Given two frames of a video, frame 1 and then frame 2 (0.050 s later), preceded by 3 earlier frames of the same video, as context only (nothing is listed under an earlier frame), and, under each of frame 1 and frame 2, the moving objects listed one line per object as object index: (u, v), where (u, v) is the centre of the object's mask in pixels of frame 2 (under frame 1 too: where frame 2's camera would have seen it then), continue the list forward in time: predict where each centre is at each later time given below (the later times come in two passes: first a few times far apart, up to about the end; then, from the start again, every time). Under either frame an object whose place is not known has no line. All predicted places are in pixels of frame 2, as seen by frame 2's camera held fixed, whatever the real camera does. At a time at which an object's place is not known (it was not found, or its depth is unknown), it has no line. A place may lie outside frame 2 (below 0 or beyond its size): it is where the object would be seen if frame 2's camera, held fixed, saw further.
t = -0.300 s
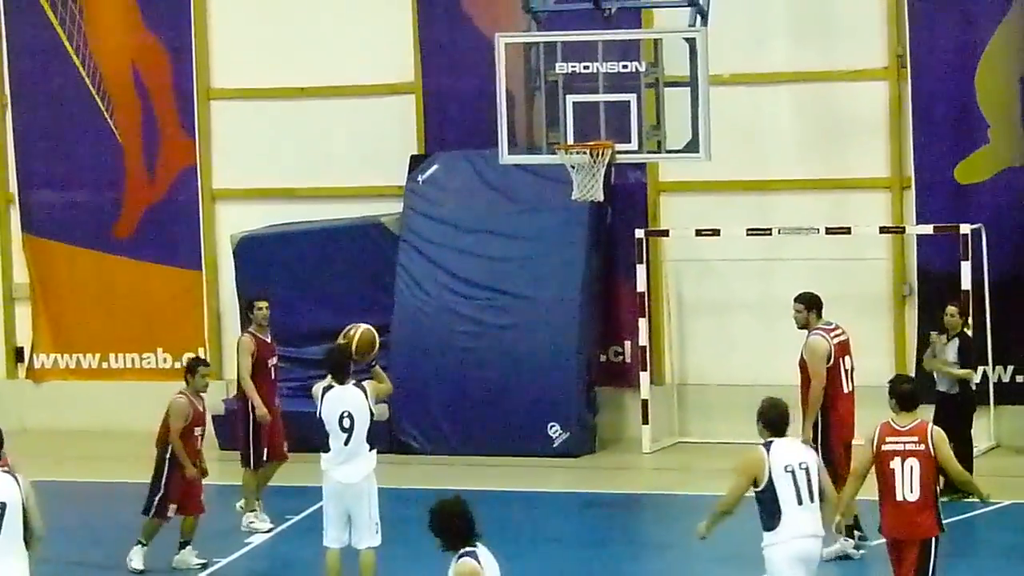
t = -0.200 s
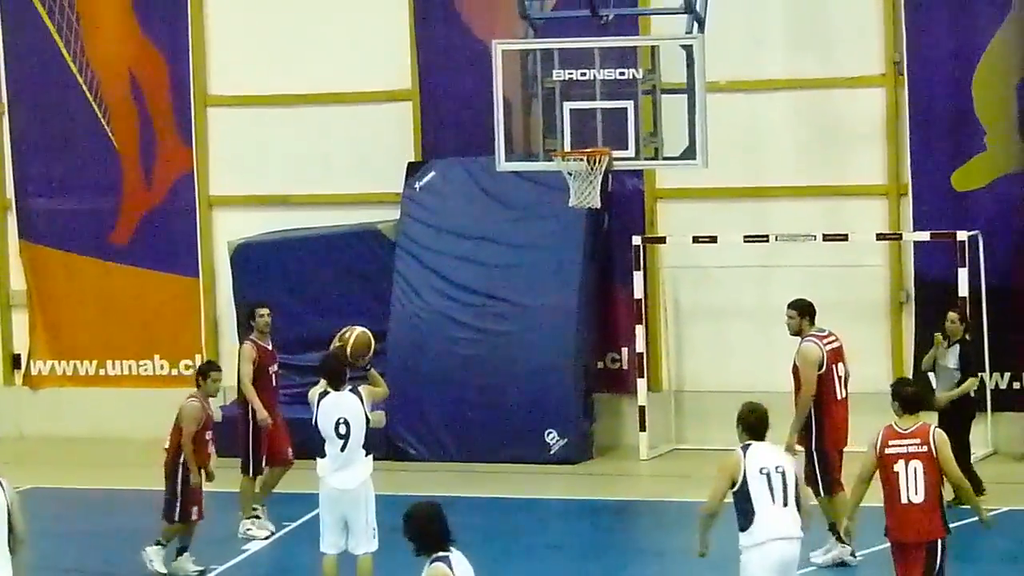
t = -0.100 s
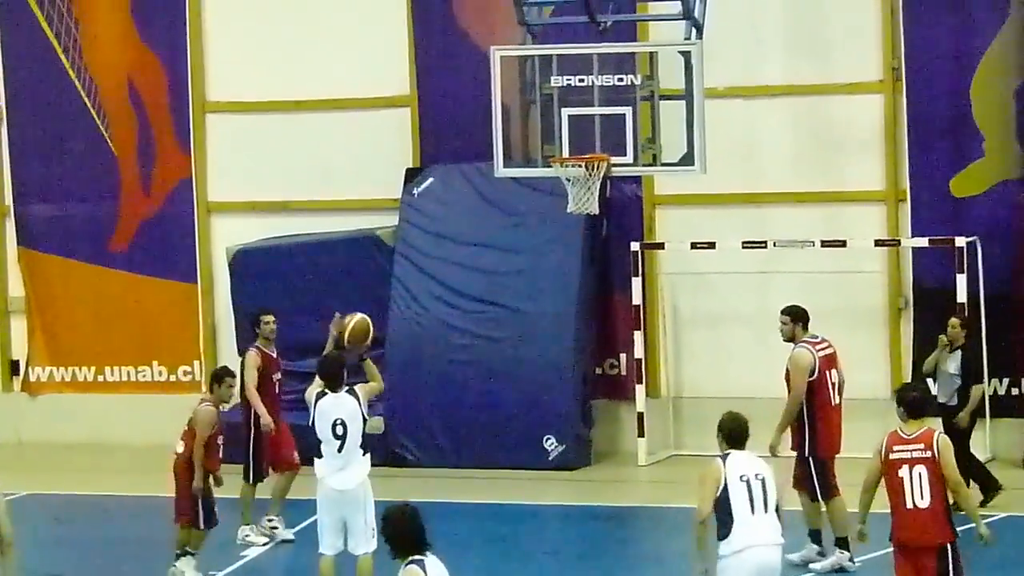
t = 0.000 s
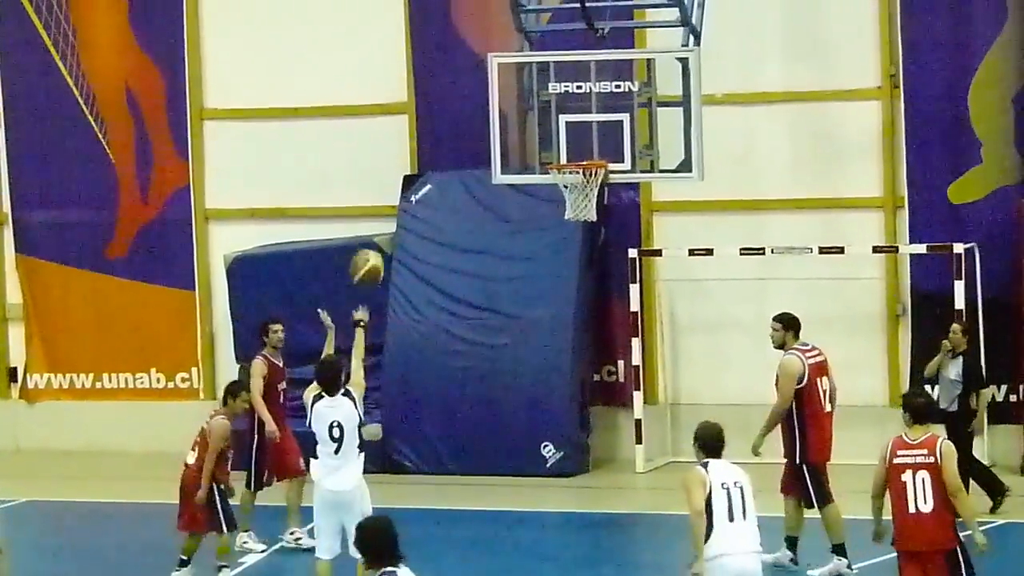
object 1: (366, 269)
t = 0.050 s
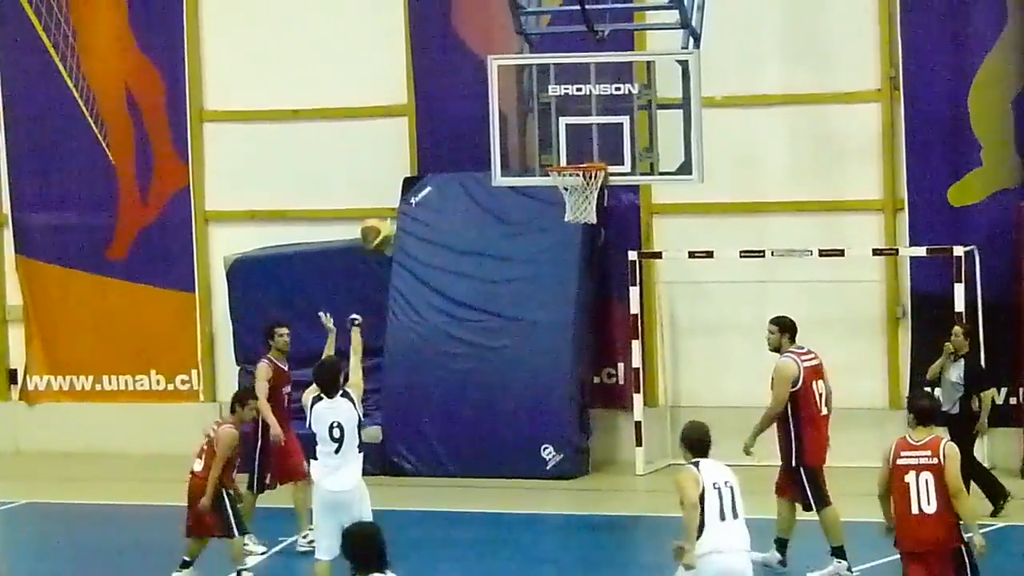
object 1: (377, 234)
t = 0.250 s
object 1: (418, 119)
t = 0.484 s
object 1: (463, 59)
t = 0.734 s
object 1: (510, 78)
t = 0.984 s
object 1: (556, 171)
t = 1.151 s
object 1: (569, 263)
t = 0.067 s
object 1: (380, 223)
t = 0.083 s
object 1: (383, 209)
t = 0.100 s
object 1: (385, 199)
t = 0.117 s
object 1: (389, 189)
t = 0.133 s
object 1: (393, 179)
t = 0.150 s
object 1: (395, 170)
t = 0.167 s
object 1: (400, 161)
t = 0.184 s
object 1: (403, 152)
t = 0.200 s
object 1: (407, 143)
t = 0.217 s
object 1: (410, 135)
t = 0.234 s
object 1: (414, 127)
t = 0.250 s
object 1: (418, 119)
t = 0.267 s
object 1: (421, 112)
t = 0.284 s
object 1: (425, 104)
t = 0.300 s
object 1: (427, 98)
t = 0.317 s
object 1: (431, 93)
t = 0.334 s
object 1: (435, 88)
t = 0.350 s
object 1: (437, 84)
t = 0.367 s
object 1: (441, 80)
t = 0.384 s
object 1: (444, 76)
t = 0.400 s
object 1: (447, 72)
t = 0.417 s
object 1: (450, 69)
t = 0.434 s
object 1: (453, 66)
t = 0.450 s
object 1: (456, 62)
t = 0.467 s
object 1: (460, 61)
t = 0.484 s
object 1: (463, 59)
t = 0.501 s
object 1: (467, 59)
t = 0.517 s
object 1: (469, 59)
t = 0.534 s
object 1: (472, 58)
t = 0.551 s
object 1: (474, 57)
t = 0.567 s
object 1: (478, 57)
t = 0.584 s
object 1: (481, 57)
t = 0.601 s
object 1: (484, 58)
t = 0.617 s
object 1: (487, 61)
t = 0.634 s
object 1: (490, 63)
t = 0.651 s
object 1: (493, 64)
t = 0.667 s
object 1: (498, 68)
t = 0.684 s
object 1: (500, 67)
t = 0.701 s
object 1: (503, 70)
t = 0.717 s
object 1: (507, 75)
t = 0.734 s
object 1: (510, 78)
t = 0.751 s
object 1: (512, 81)
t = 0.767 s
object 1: (516, 86)
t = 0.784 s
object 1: (519, 91)
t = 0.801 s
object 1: (522, 95)
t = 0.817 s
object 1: (525, 101)
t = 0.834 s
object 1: (527, 109)
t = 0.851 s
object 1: (532, 111)
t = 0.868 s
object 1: (534, 118)
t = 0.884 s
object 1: (538, 125)
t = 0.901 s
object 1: (541, 132)
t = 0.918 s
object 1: (545, 142)
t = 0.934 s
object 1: (547, 149)
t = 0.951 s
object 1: (551, 154)
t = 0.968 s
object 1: (554, 162)
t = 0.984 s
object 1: (556, 171)
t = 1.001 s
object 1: (560, 179)
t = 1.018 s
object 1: (559, 187)
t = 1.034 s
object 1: (562, 196)
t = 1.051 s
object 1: (563, 204)
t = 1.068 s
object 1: (565, 214)
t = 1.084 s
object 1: (564, 223)
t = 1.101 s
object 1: (568, 232)
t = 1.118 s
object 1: (568, 241)
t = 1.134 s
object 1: (568, 253)
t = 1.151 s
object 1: (569, 263)
